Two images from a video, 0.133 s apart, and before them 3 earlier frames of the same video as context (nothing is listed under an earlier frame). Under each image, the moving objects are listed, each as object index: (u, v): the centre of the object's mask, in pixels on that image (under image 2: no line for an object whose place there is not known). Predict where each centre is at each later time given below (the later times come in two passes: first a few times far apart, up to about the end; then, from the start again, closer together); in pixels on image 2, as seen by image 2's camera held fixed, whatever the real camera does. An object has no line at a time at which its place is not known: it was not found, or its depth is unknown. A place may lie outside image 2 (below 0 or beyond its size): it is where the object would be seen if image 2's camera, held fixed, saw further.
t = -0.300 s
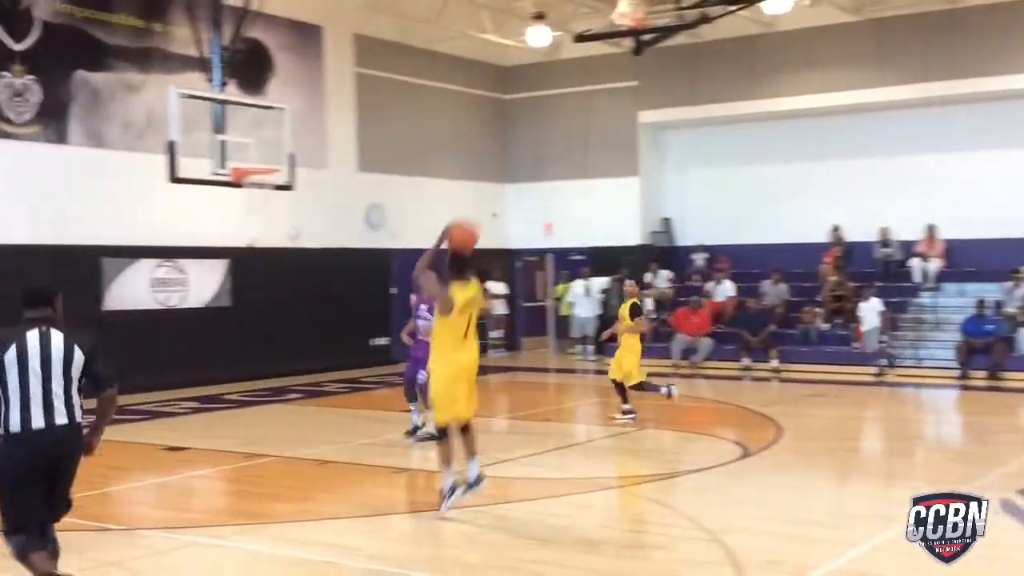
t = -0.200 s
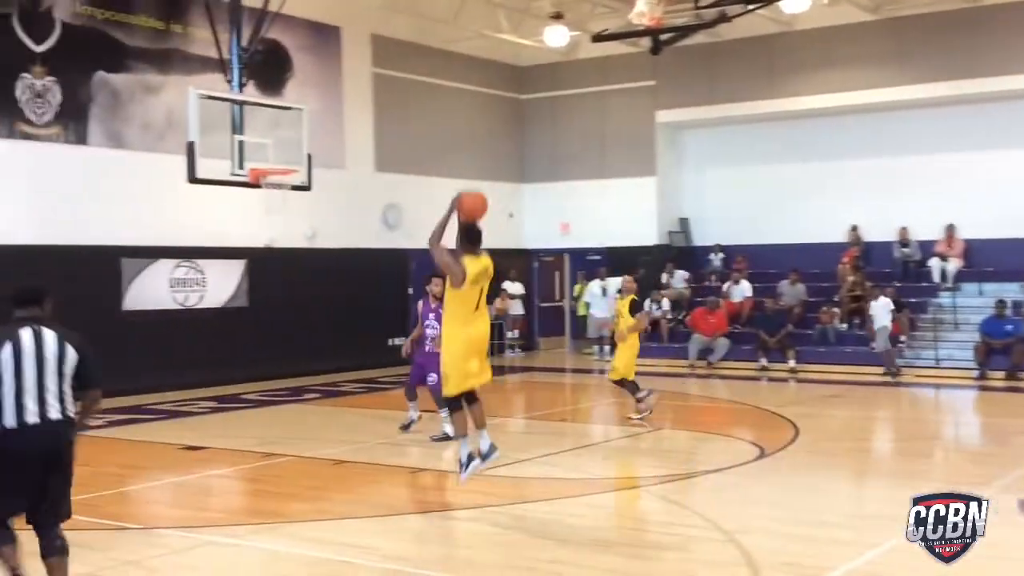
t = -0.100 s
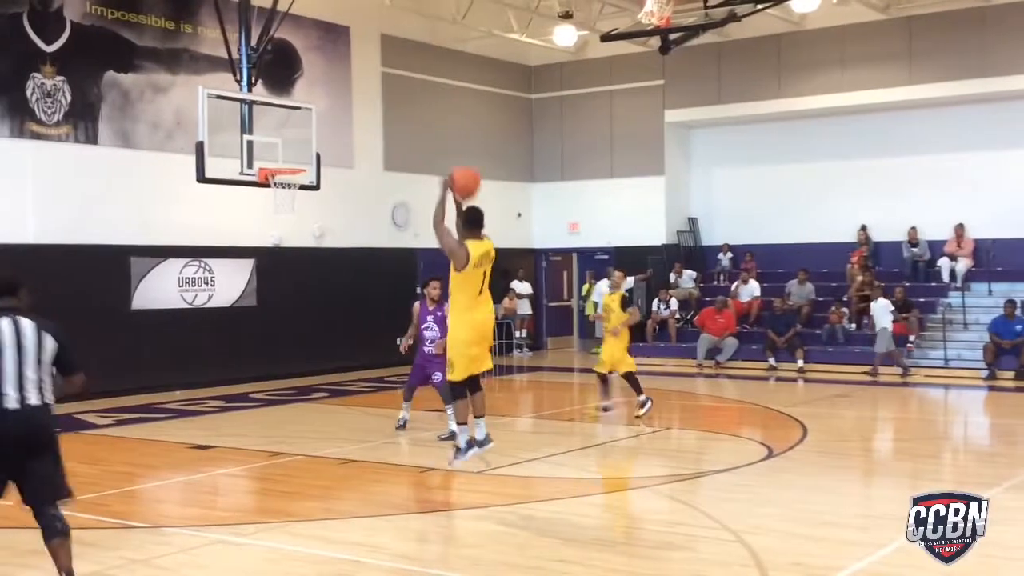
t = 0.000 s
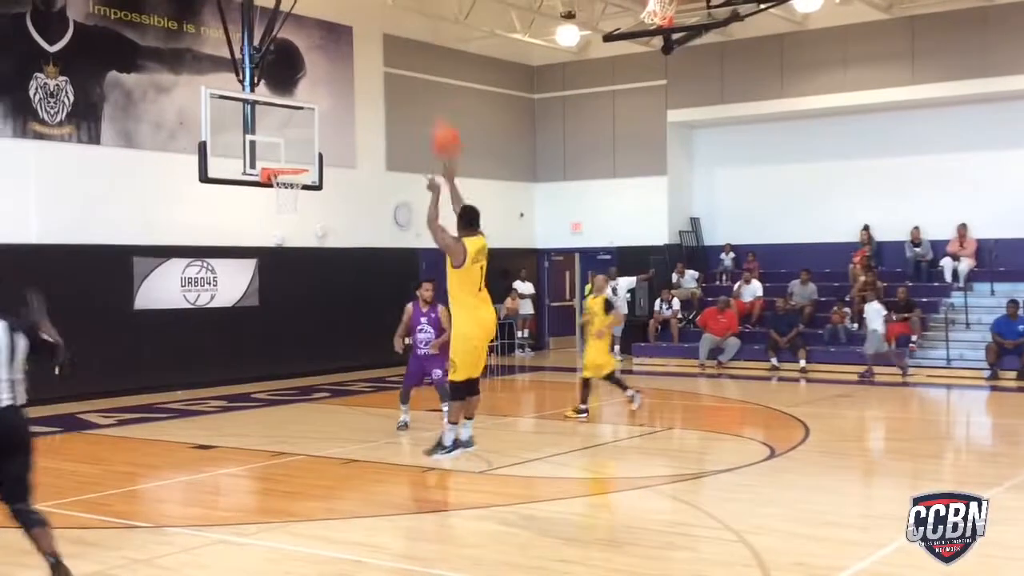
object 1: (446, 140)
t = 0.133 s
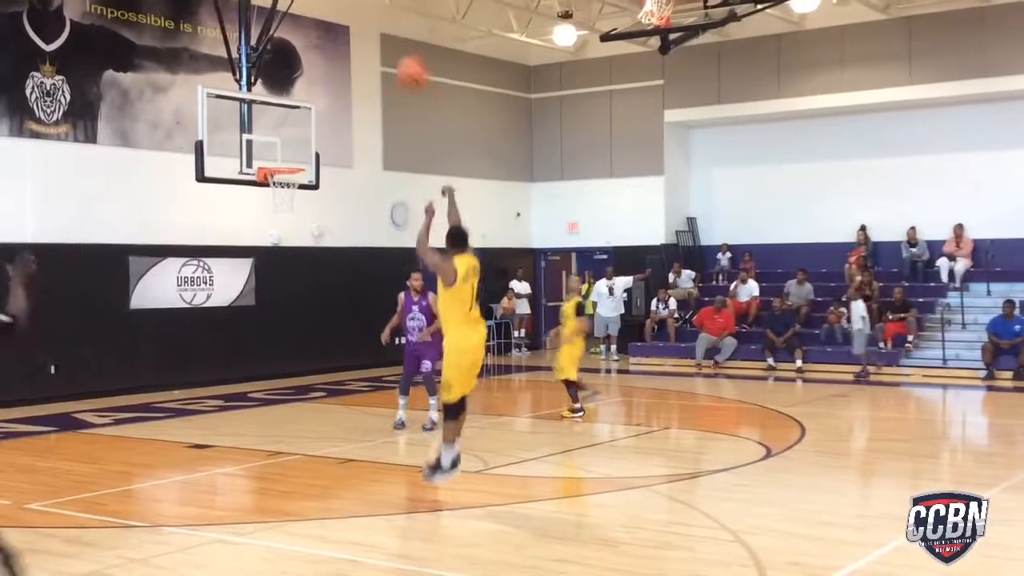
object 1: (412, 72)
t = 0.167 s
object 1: (406, 61)
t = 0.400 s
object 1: (365, 22)
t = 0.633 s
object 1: (336, 39)
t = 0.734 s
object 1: (324, 63)
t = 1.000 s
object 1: (300, 153)
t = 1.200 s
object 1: (323, 122)
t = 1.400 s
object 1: (350, 106)
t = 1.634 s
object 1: (386, 129)
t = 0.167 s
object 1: (406, 61)
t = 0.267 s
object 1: (387, 38)
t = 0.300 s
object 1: (382, 31)
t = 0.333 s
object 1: (376, 27)
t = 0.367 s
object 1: (371, 24)
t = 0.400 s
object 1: (365, 22)
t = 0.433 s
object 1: (361, 21)
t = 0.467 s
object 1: (356, 22)
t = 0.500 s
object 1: (351, 24)
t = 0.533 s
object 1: (346, 26)
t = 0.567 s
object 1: (342, 31)
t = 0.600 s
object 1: (339, 35)
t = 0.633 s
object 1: (336, 39)
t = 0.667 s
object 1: (331, 45)
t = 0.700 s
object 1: (328, 53)
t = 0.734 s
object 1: (324, 63)
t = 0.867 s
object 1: (311, 102)
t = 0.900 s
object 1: (307, 116)
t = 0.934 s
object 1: (305, 127)
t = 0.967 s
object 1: (302, 140)
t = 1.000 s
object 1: (300, 153)
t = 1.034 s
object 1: (299, 159)
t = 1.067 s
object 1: (304, 150)
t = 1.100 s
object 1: (309, 142)
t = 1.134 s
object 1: (313, 135)
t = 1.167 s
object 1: (318, 128)
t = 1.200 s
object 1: (323, 122)
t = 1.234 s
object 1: (327, 116)
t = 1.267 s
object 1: (332, 112)
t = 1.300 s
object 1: (336, 110)
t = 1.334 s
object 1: (341, 108)
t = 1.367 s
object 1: (345, 106)
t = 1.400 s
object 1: (350, 106)
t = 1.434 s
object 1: (355, 106)
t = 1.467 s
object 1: (359, 107)
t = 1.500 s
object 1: (365, 109)
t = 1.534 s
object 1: (370, 113)
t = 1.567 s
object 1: (375, 117)
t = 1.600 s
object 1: (380, 123)
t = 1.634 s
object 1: (386, 129)
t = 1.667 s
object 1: (390, 137)
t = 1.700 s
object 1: (396, 144)
